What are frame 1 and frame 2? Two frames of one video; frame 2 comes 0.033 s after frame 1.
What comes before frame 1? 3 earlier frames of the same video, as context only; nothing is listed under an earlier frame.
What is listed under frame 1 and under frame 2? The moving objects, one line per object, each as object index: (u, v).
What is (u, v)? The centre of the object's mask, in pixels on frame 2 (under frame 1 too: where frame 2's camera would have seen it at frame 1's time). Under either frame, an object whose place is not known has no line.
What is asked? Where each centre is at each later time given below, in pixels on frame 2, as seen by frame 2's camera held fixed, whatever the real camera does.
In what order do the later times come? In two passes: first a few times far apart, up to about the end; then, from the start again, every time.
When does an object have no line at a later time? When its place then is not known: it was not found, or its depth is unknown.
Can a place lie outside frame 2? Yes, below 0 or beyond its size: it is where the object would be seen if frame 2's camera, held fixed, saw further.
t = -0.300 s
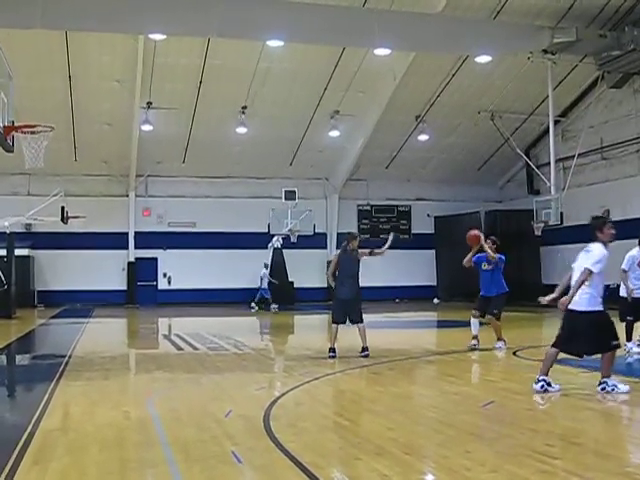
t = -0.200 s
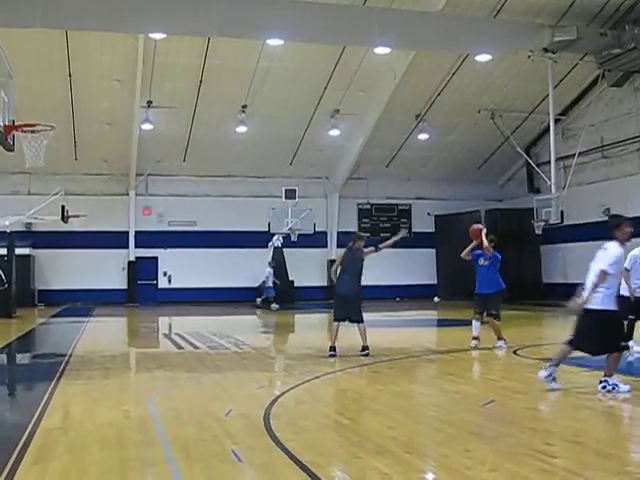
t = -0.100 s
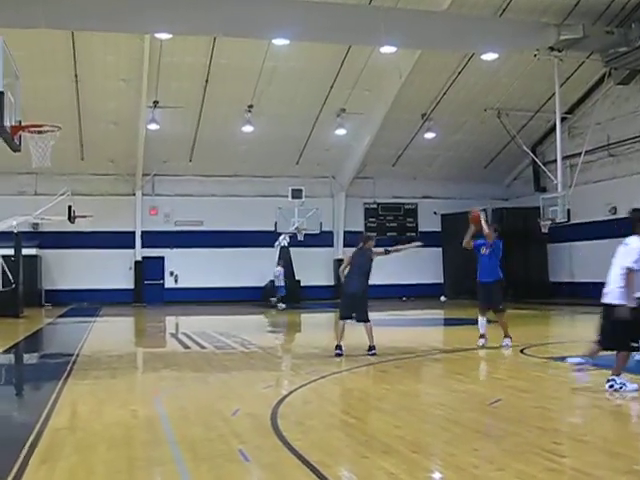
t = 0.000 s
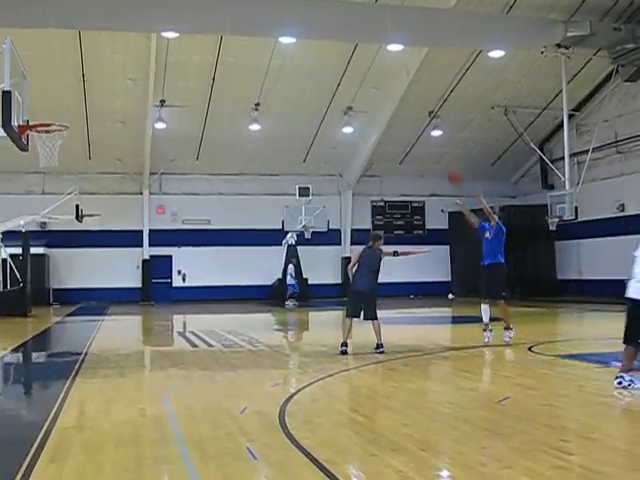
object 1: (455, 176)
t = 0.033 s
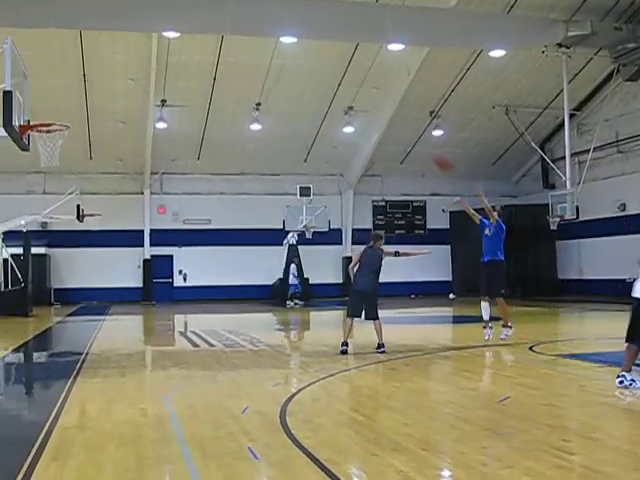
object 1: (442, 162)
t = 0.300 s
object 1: (346, 81)
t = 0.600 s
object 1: (236, 47)
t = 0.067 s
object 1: (431, 151)
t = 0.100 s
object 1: (420, 139)
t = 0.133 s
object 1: (407, 128)
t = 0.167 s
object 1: (396, 117)
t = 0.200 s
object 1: (383, 106)
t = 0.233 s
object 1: (371, 96)
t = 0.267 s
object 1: (358, 88)
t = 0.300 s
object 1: (346, 81)
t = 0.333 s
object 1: (334, 74)
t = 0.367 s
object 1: (321, 69)
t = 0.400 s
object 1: (310, 64)
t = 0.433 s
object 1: (297, 59)
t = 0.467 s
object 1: (285, 55)
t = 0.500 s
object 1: (273, 52)
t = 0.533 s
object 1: (260, 50)
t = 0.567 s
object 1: (248, 49)
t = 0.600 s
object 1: (236, 47)
